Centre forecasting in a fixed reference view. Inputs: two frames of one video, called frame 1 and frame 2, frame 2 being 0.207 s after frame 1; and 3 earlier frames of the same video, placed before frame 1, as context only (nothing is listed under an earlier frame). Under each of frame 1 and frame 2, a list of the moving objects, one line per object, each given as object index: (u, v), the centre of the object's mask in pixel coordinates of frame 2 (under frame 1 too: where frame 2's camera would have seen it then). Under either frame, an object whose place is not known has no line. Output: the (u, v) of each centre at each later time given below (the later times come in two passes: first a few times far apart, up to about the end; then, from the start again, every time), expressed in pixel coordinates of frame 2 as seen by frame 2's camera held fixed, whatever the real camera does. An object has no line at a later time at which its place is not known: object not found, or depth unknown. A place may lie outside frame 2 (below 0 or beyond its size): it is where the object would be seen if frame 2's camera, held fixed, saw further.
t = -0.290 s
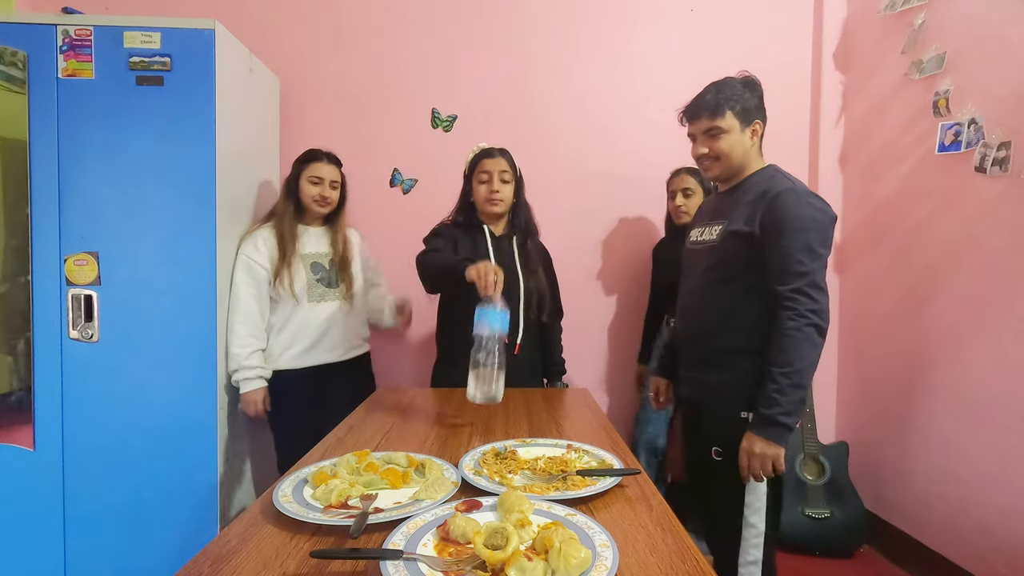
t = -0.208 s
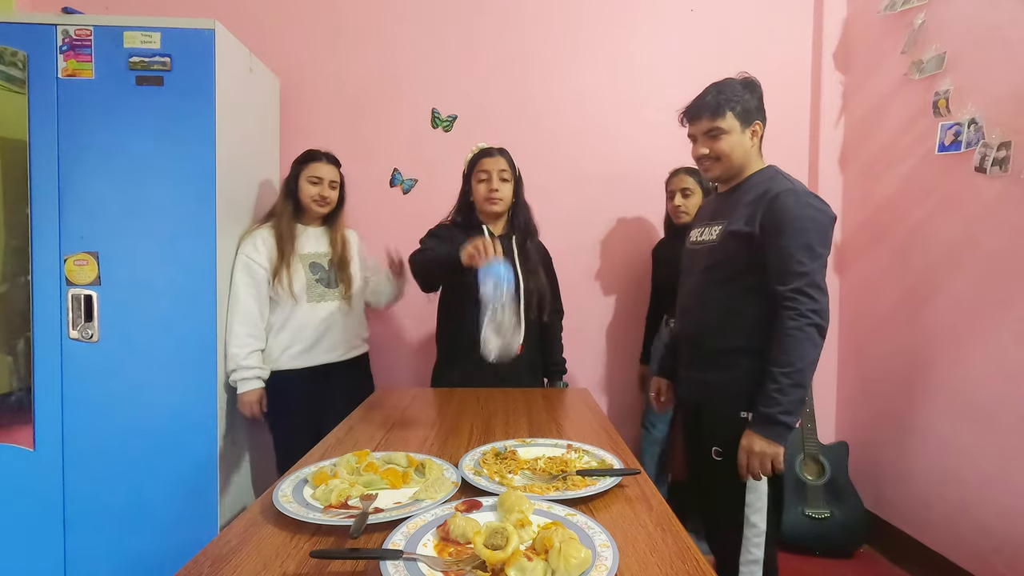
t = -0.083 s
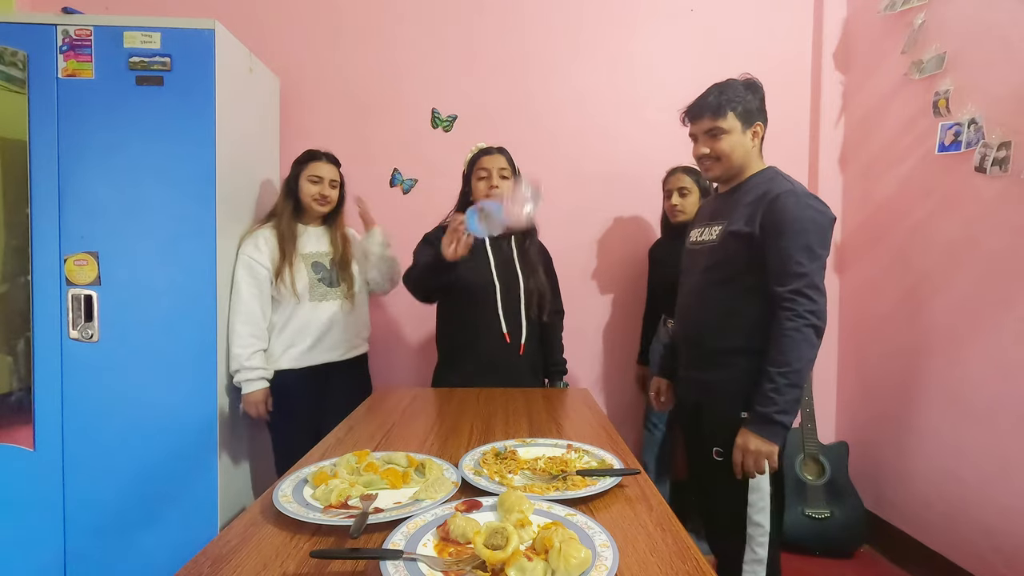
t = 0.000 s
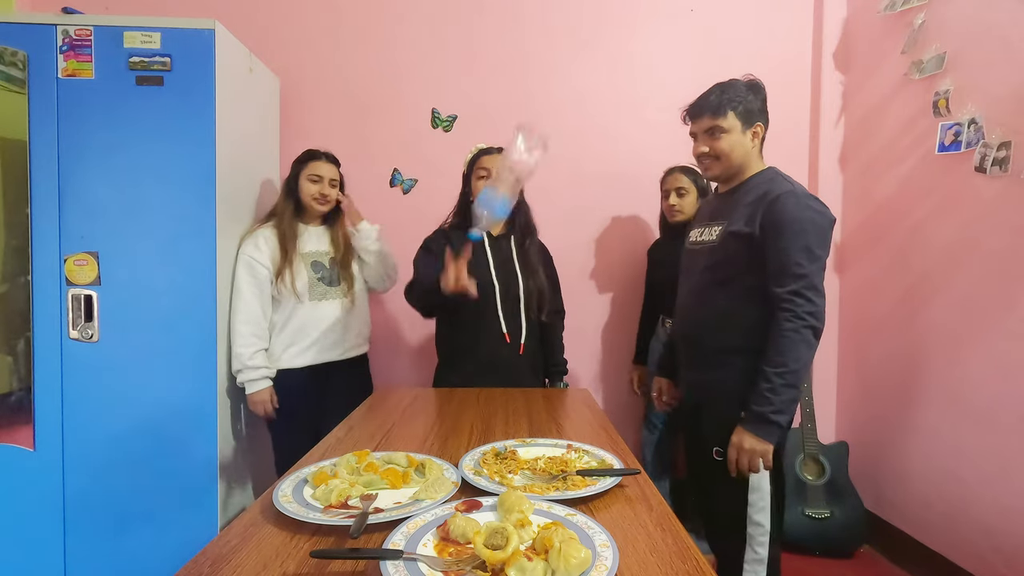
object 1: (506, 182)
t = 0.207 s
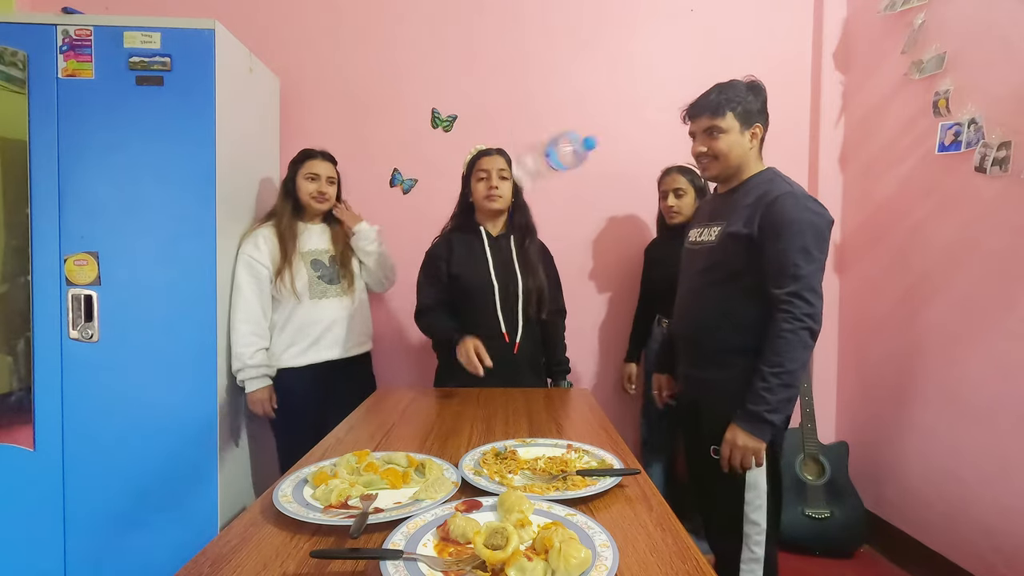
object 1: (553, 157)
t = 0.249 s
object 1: (554, 174)
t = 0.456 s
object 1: (548, 355)
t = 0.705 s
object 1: (553, 374)
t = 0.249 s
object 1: (554, 174)
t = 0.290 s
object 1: (554, 200)
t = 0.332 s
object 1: (553, 235)
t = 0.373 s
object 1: (551, 276)
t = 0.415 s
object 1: (547, 328)
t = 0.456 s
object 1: (548, 355)
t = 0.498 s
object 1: (545, 354)
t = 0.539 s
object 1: (544, 356)
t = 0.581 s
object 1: (543, 360)
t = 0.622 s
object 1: (543, 367)
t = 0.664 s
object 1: (547, 371)
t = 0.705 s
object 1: (553, 374)
